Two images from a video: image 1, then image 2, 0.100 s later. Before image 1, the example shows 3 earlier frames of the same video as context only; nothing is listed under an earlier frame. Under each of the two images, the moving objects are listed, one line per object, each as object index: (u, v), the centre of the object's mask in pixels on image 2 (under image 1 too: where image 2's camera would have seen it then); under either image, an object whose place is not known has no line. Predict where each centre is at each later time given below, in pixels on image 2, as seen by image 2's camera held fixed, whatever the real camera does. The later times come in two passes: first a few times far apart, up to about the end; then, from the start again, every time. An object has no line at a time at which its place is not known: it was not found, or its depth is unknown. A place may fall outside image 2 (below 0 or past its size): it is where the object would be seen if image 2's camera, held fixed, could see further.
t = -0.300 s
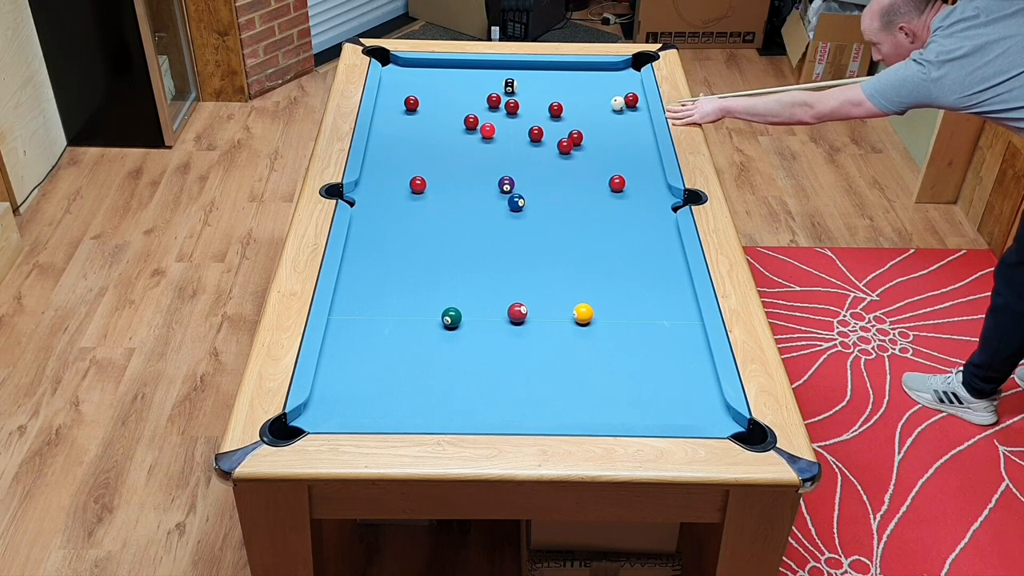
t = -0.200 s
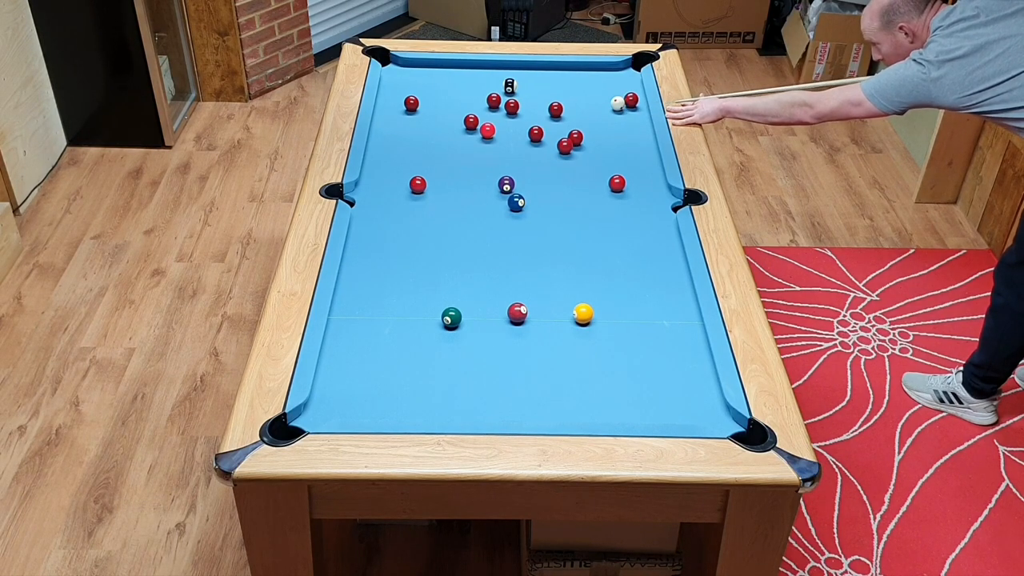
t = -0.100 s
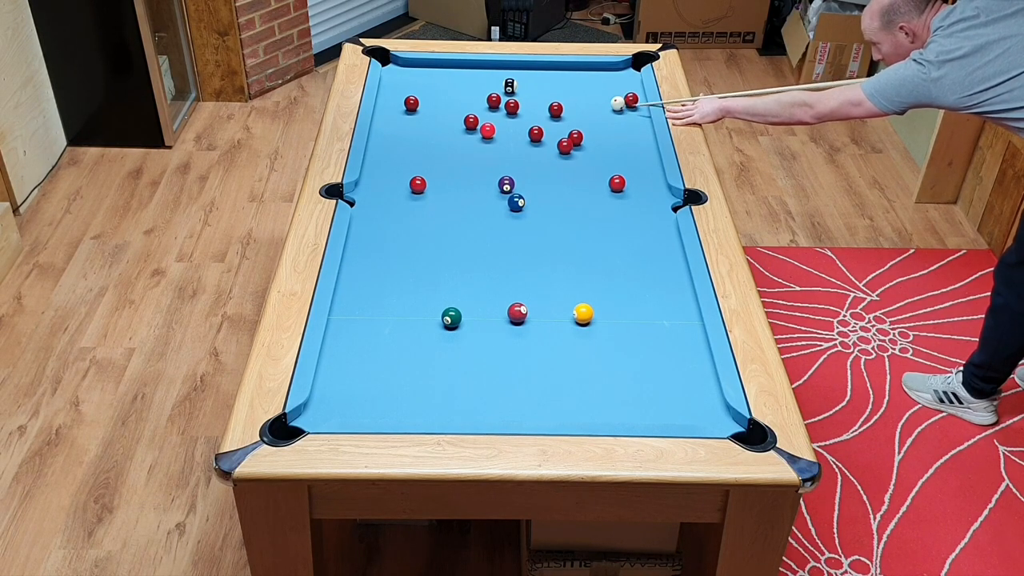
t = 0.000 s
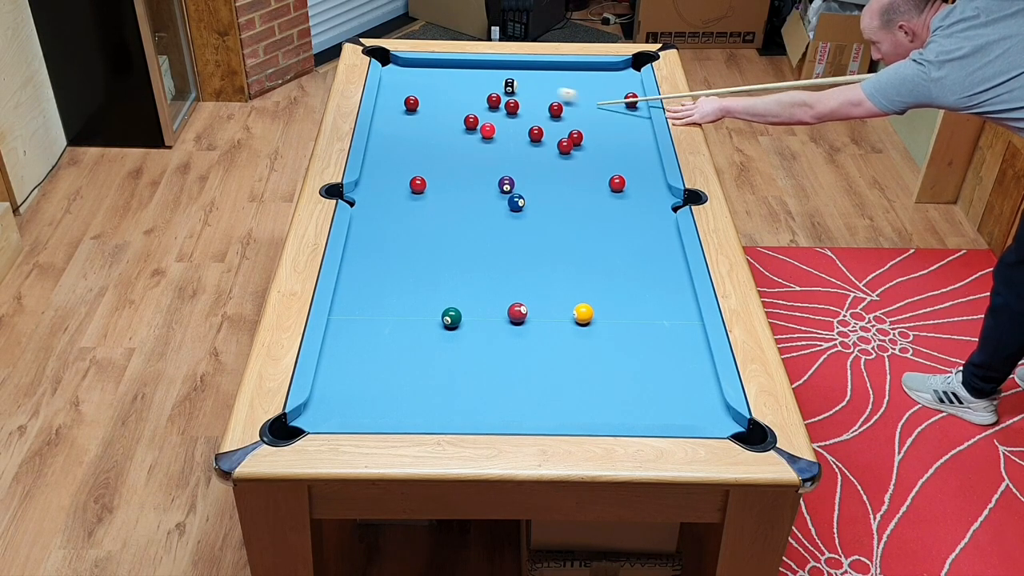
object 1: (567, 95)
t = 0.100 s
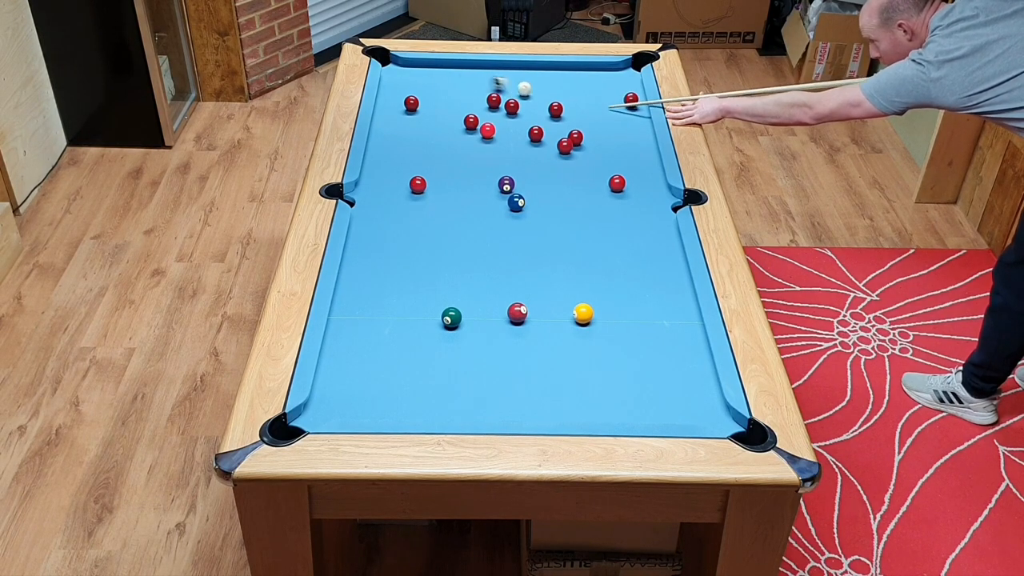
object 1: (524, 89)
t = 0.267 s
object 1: (540, 94)
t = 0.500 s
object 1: (567, 101)
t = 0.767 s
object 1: (596, 110)
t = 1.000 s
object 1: (619, 117)
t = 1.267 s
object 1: (645, 124)
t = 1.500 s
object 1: (632, 128)
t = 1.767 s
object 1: (619, 132)
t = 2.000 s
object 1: (609, 134)
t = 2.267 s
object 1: (599, 137)
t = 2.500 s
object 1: (592, 139)
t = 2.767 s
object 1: (590, 141)
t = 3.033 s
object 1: (589, 142)
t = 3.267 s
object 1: (589, 142)
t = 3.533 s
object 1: (589, 142)
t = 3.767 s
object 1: (589, 142)
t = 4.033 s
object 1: (589, 142)
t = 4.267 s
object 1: (589, 142)
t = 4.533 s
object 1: (589, 142)
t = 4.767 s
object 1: (589, 142)
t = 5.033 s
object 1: (589, 142)
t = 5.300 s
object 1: (589, 142)
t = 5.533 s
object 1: (590, 142)
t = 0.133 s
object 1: (526, 90)
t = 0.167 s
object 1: (529, 91)
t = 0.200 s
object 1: (533, 92)
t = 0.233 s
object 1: (537, 93)
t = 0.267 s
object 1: (540, 94)
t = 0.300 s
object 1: (544, 95)
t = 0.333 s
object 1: (548, 96)
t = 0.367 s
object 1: (551, 97)
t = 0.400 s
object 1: (555, 97)
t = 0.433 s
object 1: (560, 98)
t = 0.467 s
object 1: (564, 100)
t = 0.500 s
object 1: (567, 101)
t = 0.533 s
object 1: (570, 103)
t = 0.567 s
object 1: (574, 104)
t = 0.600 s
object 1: (578, 105)
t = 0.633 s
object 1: (581, 106)
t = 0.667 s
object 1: (585, 107)
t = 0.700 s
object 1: (588, 108)
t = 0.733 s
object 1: (592, 109)
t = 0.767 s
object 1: (596, 110)
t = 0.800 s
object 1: (599, 111)
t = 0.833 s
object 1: (602, 112)
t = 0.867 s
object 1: (606, 113)
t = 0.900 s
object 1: (609, 114)
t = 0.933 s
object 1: (613, 115)
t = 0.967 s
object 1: (616, 116)
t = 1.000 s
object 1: (619, 117)
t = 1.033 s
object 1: (623, 118)
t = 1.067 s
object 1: (626, 119)
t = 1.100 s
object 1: (629, 119)
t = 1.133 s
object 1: (633, 120)
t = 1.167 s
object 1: (636, 121)
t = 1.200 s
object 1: (639, 122)
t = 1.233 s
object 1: (642, 123)
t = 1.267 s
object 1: (645, 124)
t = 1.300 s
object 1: (643, 124)
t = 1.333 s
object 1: (642, 125)
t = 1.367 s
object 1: (640, 125)
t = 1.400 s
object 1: (638, 126)
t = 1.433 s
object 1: (636, 127)
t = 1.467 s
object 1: (634, 127)
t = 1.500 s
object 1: (632, 128)
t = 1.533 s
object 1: (631, 128)
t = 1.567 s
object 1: (629, 129)
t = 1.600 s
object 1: (627, 129)
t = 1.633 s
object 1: (626, 130)
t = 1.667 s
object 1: (624, 130)
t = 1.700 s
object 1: (622, 130)
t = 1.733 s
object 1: (620, 131)
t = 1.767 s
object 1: (619, 132)
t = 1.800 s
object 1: (618, 132)
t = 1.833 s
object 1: (616, 132)
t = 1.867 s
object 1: (615, 133)
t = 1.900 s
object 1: (613, 133)
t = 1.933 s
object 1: (612, 133)
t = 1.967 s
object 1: (610, 134)
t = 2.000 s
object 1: (609, 134)
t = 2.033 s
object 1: (608, 135)
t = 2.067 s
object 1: (606, 135)
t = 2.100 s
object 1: (605, 136)
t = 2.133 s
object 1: (604, 136)
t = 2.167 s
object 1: (603, 136)
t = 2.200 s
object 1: (602, 137)
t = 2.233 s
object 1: (600, 137)
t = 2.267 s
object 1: (599, 137)
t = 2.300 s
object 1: (598, 137)
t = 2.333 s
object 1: (597, 138)
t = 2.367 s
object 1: (596, 138)
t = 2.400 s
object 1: (595, 138)
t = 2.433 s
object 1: (594, 139)
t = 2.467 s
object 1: (593, 139)
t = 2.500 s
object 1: (592, 139)
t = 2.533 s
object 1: (591, 139)
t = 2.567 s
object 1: (591, 140)
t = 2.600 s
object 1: (590, 140)
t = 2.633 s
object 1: (590, 140)
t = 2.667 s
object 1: (590, 140)
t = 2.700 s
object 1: (590, 141)
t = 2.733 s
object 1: (590, 141)
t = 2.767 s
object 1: (590, 141)
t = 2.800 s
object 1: (590, 141)
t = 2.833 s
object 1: (589, 141)
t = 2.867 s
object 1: (589, 141)
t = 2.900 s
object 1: (589, 141)
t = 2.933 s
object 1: (589, 142)
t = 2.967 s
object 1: (589, 142)
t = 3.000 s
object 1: (589, 142)
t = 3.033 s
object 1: (589, 142)
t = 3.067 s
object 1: (589, 142)
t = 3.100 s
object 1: (589, 142)
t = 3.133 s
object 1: (589, 142)
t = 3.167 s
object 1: (589, 142)
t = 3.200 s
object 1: (589, 142)
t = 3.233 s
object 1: (589, 142)
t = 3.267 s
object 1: (589, 142)
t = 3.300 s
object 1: (589, 142)
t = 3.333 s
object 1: (589, 142)
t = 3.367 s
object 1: (589, 142)
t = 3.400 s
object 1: (589, 142)
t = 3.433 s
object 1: (589, 142)
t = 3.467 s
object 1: (589, 142)
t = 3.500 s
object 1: (589, 142)
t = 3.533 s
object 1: (589, 142)
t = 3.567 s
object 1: (589, 142)
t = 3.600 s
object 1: (589, 142)
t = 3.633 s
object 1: (589, 142)
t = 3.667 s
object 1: (589, 142)
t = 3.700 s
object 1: (589, 142)
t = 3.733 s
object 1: (589, 142)
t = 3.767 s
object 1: (589, 142)
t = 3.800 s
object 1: (589, 142)
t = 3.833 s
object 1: (589, 142)
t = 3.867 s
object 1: (589, 142)
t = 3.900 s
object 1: (589, 142)
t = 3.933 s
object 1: (589, 142)
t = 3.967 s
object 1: (589, 142)
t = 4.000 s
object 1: (589, 142)
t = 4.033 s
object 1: (589, 142)
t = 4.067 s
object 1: (589, 142)
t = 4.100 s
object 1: (589, 142)
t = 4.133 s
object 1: (589, 142)
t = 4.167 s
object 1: (589, 142)
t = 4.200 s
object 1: (589, 142)
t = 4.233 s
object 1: (589, 142)
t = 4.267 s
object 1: (589, 142)
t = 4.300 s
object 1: (589, 142)
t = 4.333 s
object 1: (589, 142)
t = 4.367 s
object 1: (589, 142)
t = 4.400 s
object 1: (589, 142)
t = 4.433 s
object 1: (589, 142)
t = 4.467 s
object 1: (589, 142)
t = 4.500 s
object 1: (589, 142)
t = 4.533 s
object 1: (589, 142)
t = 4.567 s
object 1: (589, 142)
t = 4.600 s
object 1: (589, 142)
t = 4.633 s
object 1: (589, 142)
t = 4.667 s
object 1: (589, 142)
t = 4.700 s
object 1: (589, 142)
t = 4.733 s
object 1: (589, 142)
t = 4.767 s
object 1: (589, 142)
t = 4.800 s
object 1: (589, 142)
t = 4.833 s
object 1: (589, 142)
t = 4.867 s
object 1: (589, 142)
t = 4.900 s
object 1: (589, 142)
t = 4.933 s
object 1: (589, 142)
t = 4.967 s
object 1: (589, 142)
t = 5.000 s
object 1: (589, 142)
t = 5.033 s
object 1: (589, 142)
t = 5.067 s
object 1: (589, 142)
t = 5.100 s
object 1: (589, 142)
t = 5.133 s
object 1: (589, 142)
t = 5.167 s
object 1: (589, 142)
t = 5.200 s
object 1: (589, 142)
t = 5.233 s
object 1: (589, 142)
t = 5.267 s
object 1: (589, 142)
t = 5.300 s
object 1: (589, 142)
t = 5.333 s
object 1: (589, 142)
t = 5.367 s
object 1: (589, 142)
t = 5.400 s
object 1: (589, 142)
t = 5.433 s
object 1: (589, 142)
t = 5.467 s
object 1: (590, 142)
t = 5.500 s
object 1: (590, 142)
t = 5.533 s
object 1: (590, 142)
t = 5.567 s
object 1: (590, 142)
